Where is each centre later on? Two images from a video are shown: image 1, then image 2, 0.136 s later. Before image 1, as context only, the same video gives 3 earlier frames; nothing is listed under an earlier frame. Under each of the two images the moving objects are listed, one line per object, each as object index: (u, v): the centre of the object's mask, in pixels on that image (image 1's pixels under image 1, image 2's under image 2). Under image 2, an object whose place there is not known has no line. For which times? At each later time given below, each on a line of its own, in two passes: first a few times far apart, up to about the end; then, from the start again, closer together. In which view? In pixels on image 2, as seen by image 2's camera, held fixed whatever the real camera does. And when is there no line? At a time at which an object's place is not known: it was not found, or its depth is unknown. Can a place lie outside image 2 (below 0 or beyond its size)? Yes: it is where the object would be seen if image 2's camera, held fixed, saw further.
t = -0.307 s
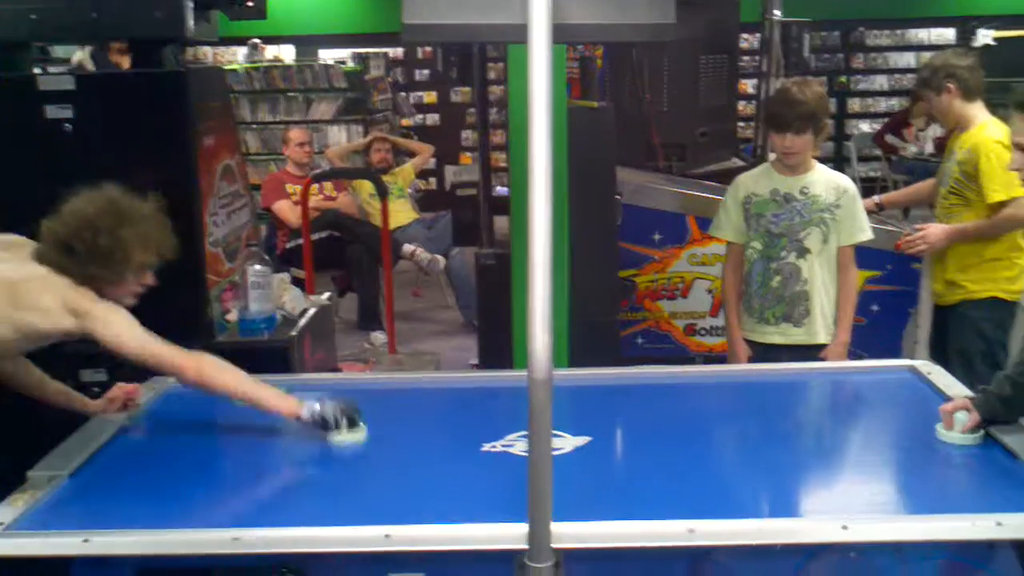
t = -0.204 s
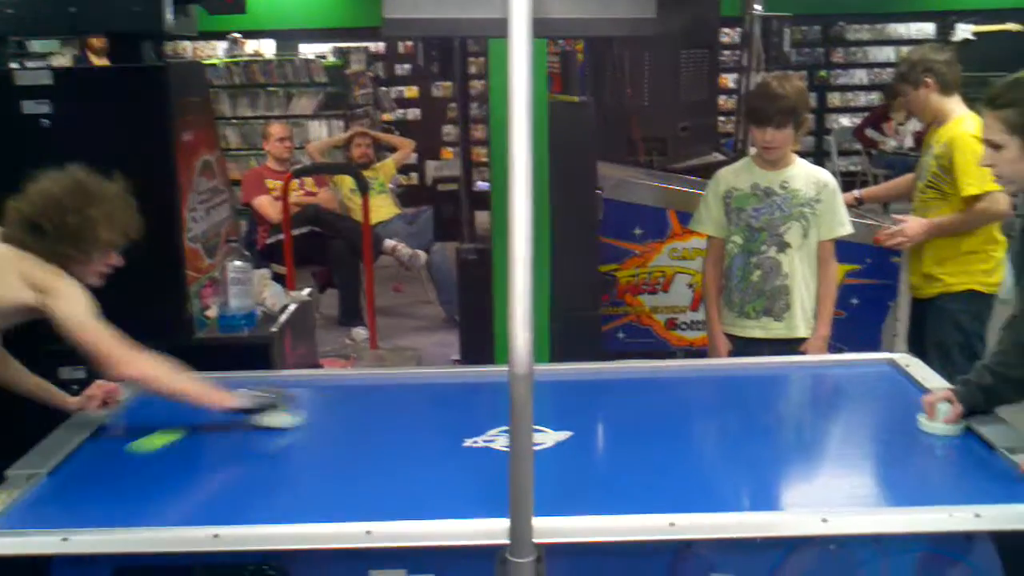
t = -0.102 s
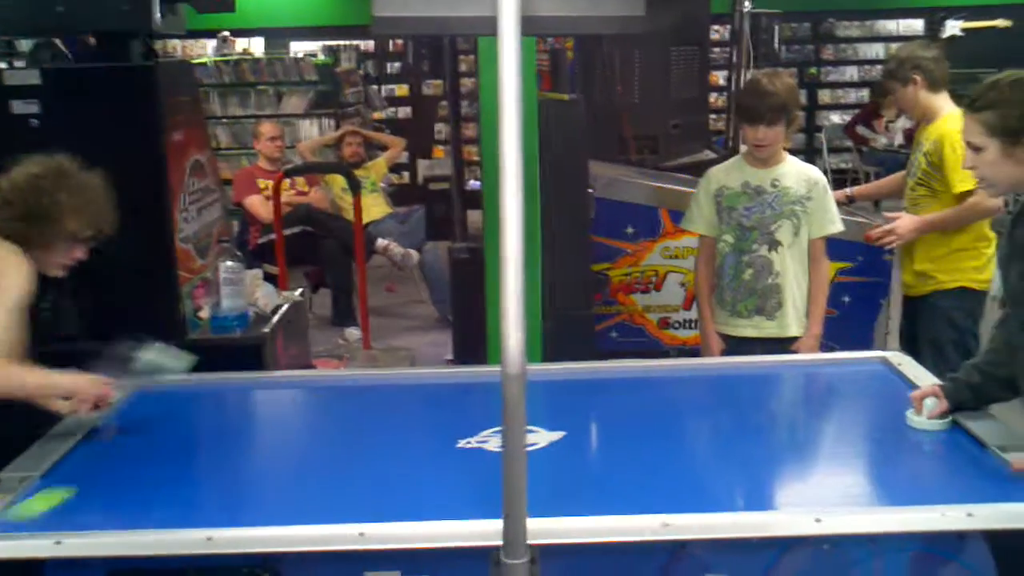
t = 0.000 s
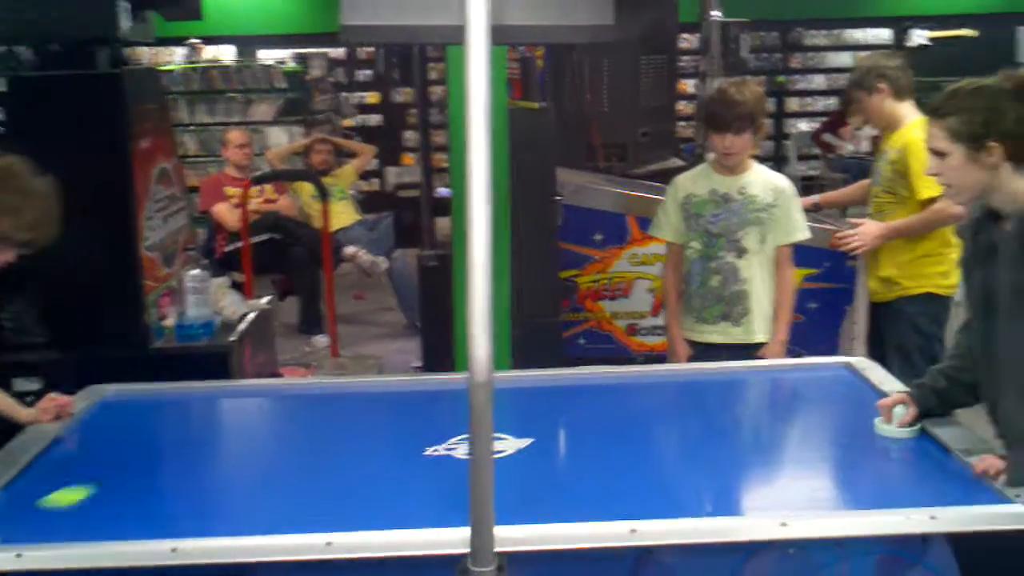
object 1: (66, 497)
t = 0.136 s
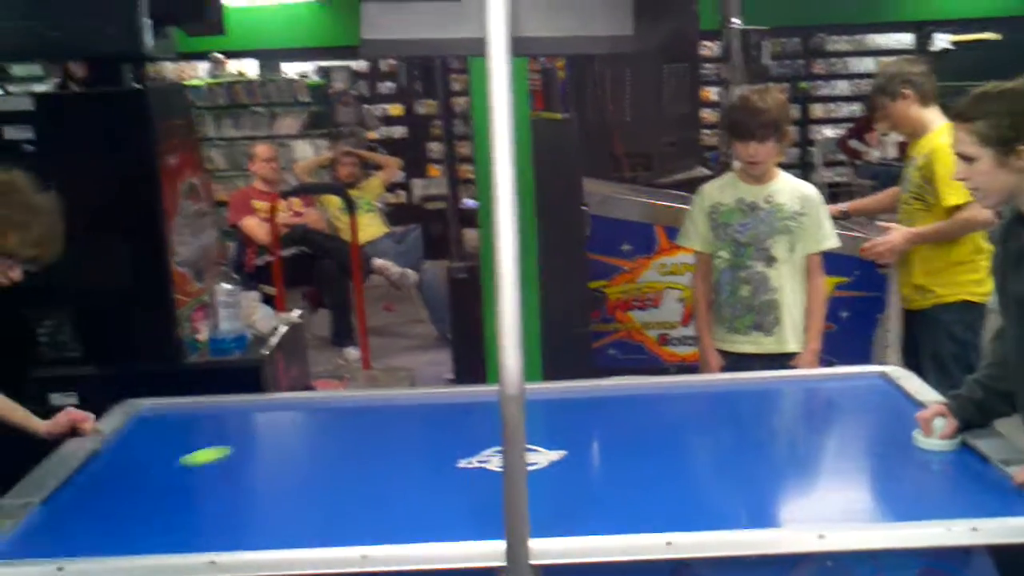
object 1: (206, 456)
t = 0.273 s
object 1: (284, 412)
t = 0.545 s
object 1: (299, 468)
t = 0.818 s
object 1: (313, 533)
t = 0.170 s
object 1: (225, 444)
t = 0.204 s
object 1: (245, 433)
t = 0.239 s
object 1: (265, 422)
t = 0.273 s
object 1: (284, 412)
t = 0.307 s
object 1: (295, 407)
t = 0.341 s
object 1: (296, 416)
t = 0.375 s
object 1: (296, 423)
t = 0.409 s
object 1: (296, 432)
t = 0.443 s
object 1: (297, 441)
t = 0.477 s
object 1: (298, 449)
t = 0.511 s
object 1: (299, 458)
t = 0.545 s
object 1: (299, 468)
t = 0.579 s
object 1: (300, 478)
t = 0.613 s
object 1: (301, 489)
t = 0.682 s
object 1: (302, 511)
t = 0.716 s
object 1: (303, 523)
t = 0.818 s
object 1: (313, 533)
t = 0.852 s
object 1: (320, 522)
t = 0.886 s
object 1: (326, 512)
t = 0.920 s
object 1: (331, 503)
